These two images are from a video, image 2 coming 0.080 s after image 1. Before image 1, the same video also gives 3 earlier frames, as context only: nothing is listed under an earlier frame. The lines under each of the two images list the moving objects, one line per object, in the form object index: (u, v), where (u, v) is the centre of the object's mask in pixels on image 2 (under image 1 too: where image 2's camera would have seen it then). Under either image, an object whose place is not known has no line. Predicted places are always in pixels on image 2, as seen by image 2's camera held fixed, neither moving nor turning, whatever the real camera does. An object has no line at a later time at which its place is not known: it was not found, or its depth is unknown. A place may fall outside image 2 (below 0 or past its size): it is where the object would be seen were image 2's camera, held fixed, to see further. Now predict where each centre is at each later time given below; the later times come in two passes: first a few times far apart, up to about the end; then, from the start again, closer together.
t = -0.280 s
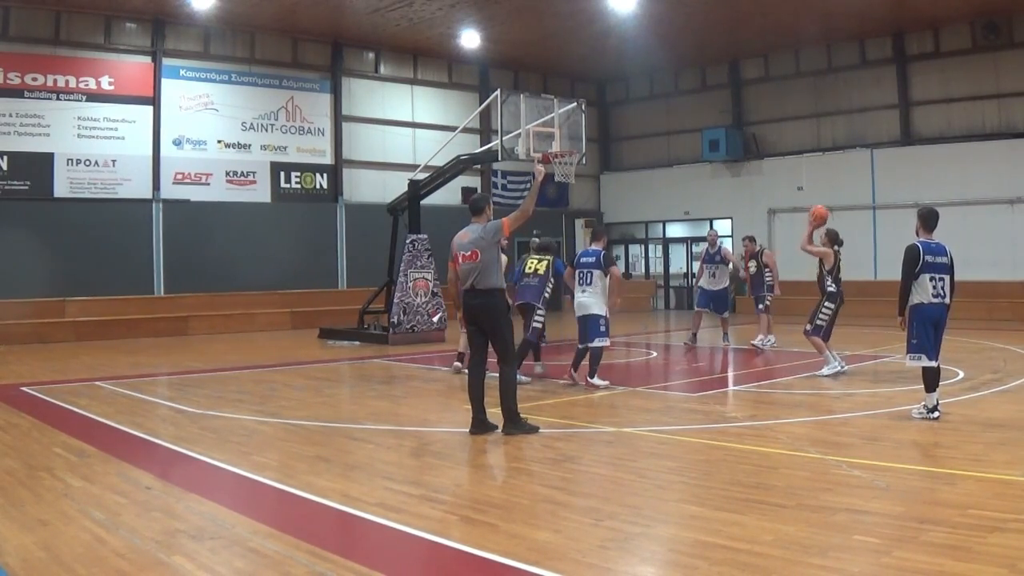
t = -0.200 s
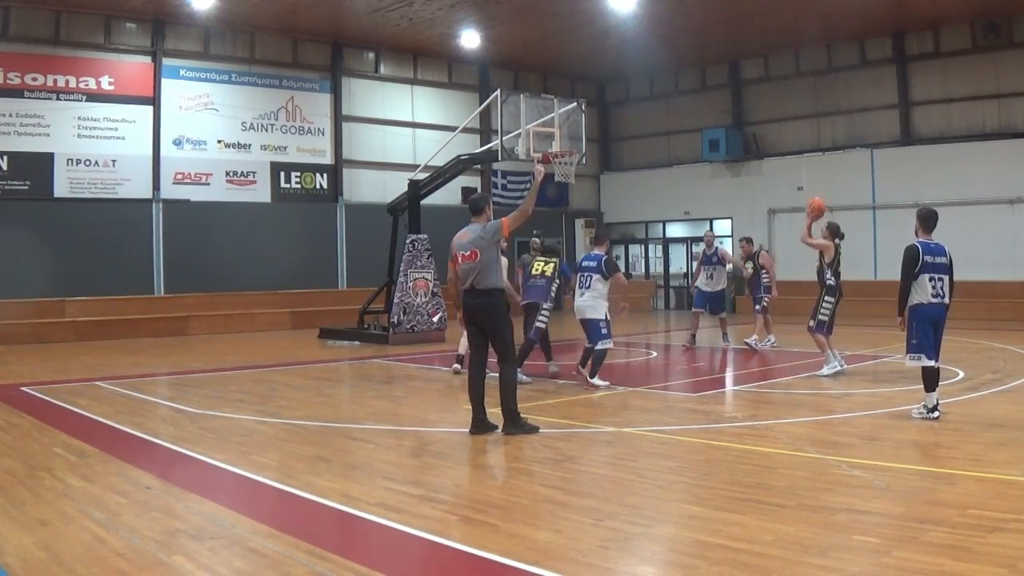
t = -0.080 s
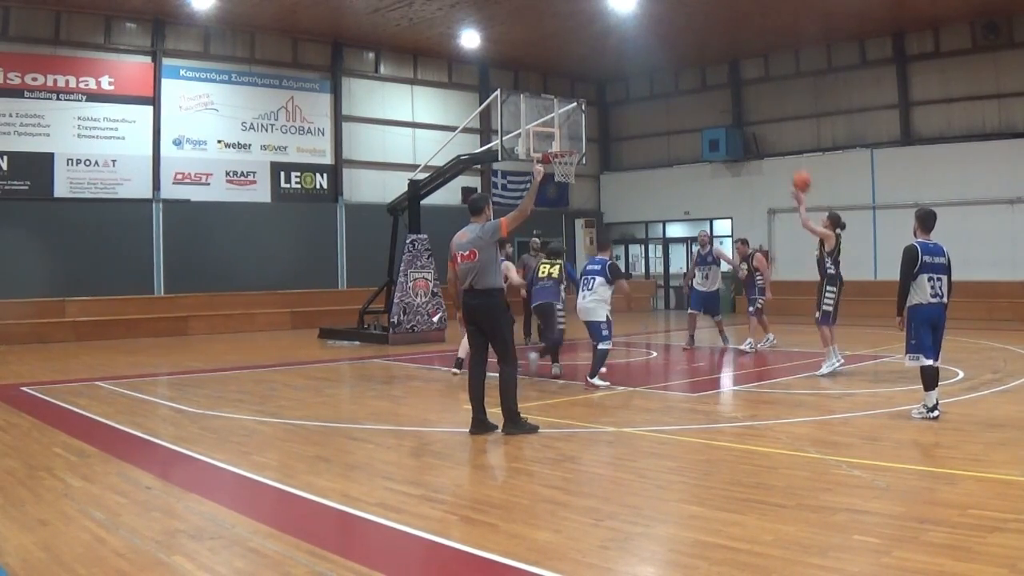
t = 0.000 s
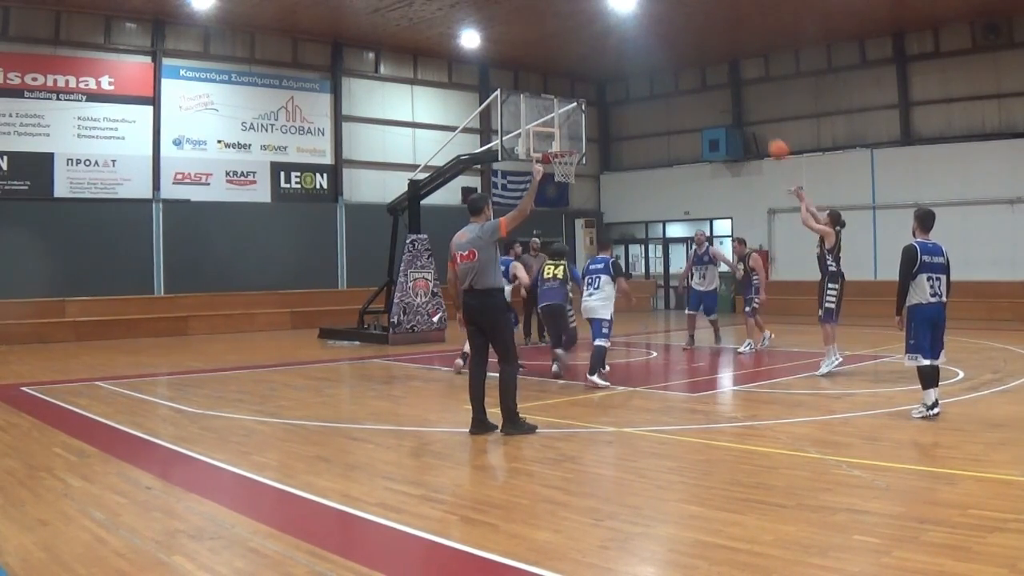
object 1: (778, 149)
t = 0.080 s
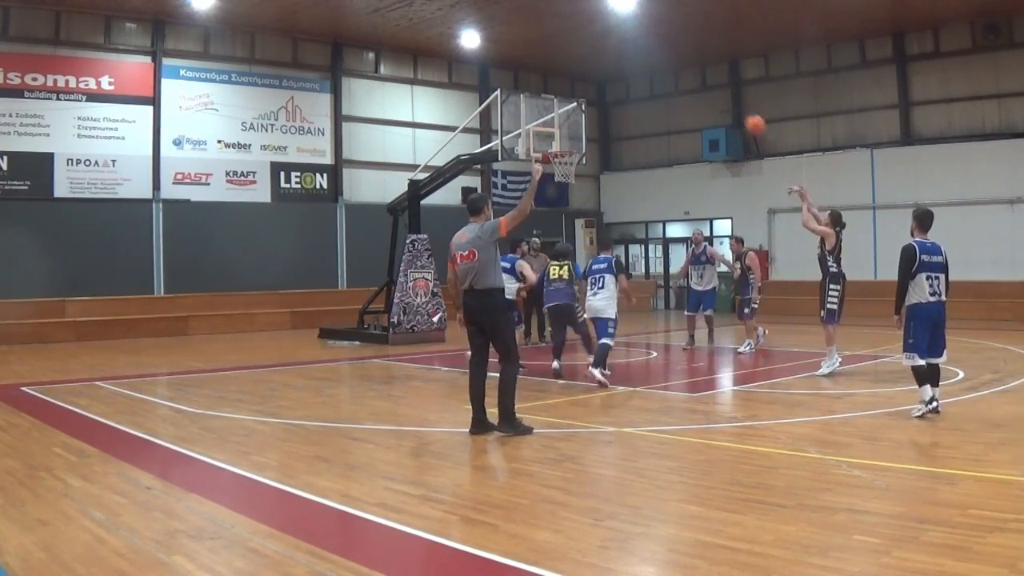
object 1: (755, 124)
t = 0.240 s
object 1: (713, 92)
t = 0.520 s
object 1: (647, 84)
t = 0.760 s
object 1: (598, 119)
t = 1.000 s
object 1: (585, 130)
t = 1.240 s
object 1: (596, 129)
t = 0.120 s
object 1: (744, 114)
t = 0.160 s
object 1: (733, 106)
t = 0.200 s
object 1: (723, 98)
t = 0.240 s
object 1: (713, 92)
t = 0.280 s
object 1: (702, 87)
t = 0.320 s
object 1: (692, 84)
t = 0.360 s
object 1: (683, 81)
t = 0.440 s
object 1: (665, 80)
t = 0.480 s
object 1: (656, 81)
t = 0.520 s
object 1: (647, 84)
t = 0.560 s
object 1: (638, 87)
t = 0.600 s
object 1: (630, 91)
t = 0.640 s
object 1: (622, 96)
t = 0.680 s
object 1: (614, 103)
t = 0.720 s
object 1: (606, 110)
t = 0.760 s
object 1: (598, 119)
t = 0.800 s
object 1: (591, 128)
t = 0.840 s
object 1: (584, 137)
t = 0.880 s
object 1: (579, 144)
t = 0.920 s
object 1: (581, 137)
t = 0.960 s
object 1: (582, 133)
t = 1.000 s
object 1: (585, 130)
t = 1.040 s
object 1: (587, 127)
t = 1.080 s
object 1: (588, 125)
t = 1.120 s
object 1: (590, 124)
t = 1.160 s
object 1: (592, 125)
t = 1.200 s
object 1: (594, 127)
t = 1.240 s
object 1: (596, 129)
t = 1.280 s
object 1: (598, 132)
